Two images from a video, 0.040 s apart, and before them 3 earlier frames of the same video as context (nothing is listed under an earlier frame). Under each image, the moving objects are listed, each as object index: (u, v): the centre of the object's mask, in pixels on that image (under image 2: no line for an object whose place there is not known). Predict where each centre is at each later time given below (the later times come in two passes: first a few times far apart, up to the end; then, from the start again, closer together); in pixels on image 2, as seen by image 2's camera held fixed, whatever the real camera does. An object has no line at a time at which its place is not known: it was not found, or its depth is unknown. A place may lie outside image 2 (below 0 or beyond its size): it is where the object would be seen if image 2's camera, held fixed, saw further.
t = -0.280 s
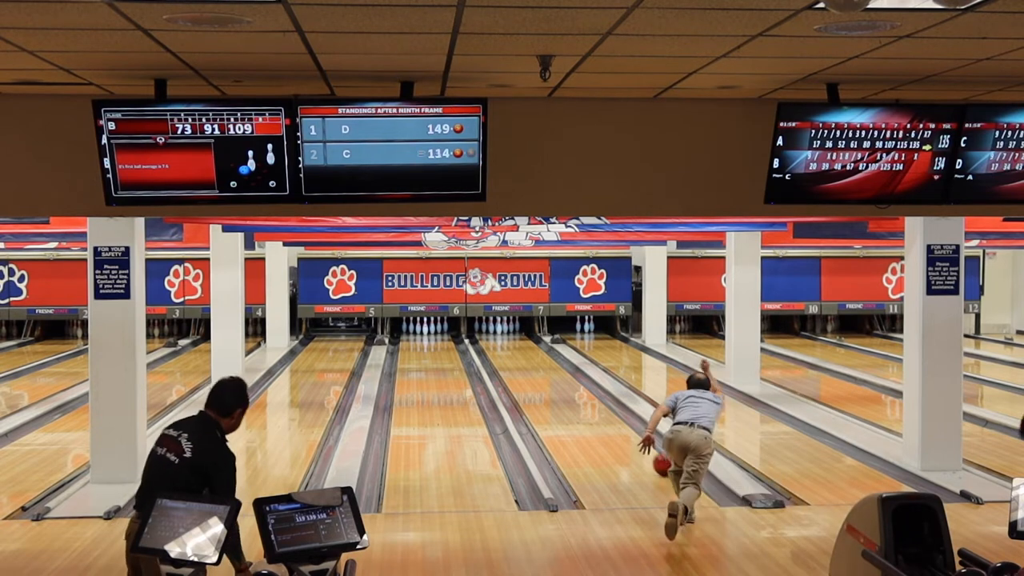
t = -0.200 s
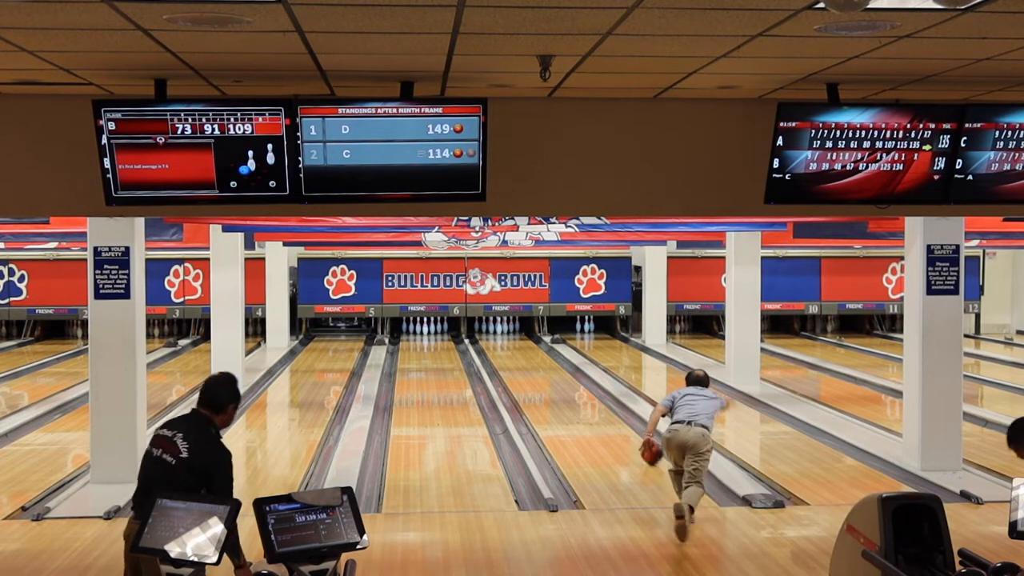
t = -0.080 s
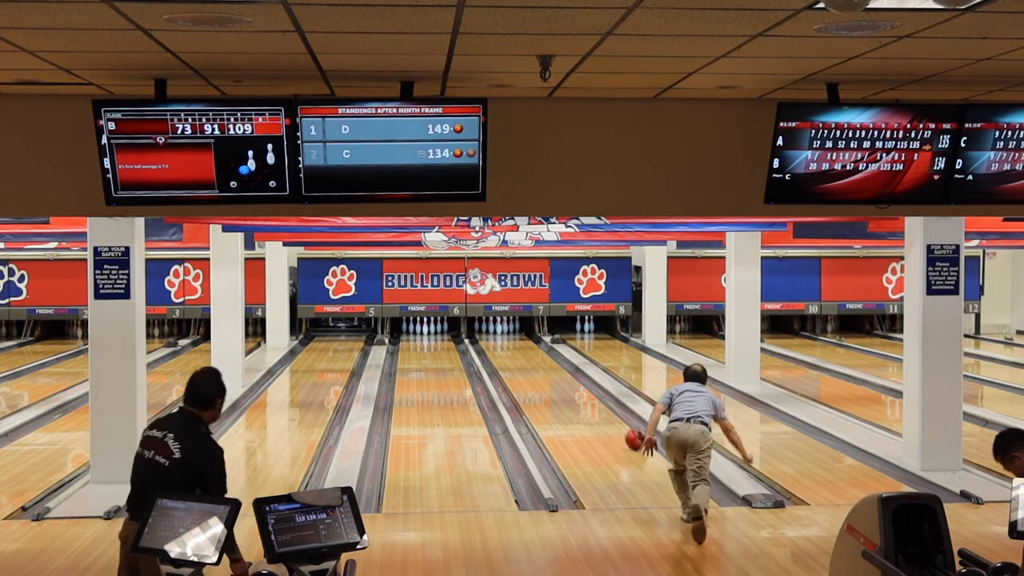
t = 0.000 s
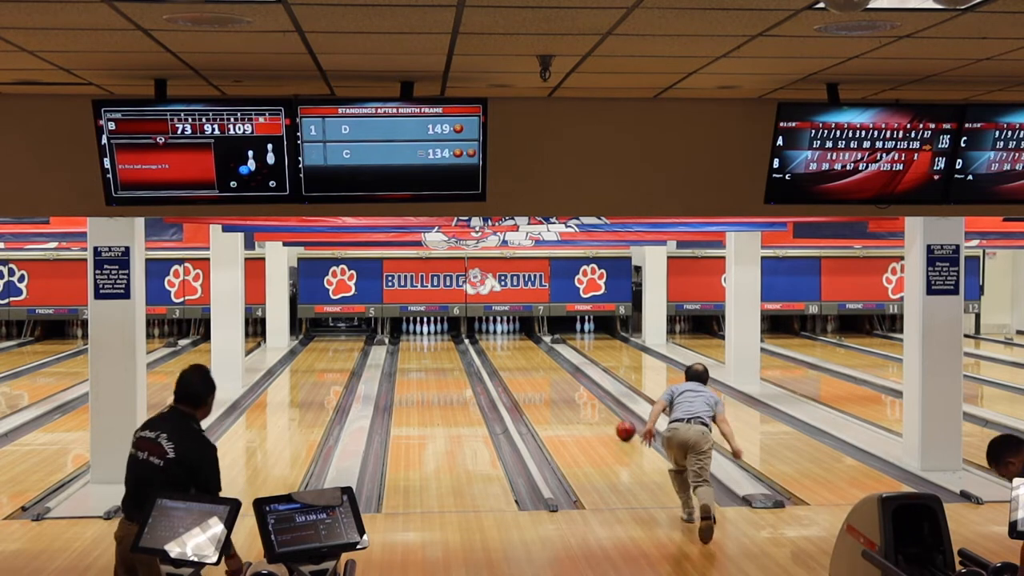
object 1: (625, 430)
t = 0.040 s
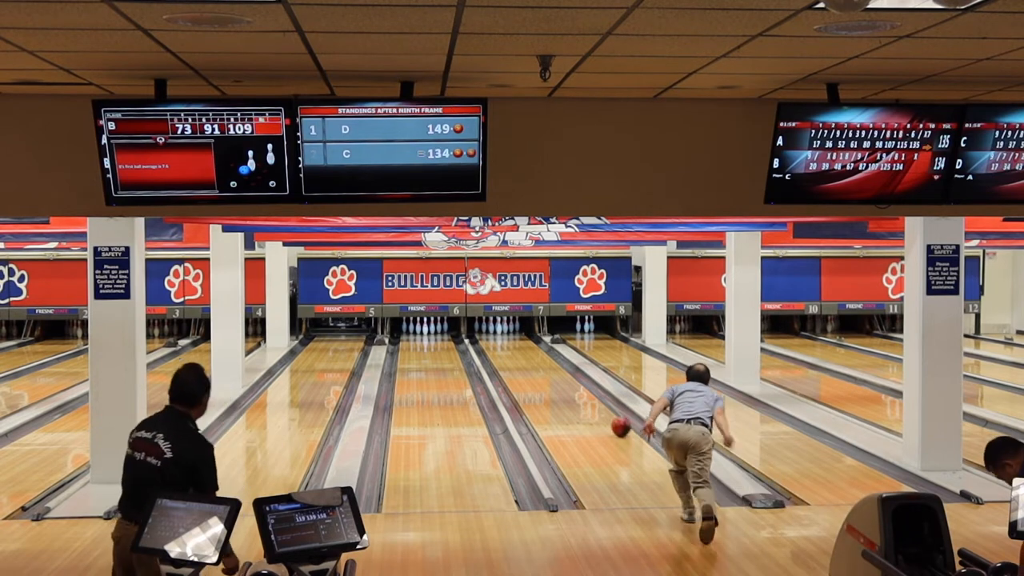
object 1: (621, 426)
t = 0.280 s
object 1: (597, 406)
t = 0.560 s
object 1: (574, 387)
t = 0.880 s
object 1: (553, 371)
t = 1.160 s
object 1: (539, 358)
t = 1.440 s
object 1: (527, 349)
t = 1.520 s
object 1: (523, 347)
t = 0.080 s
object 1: (616, 423)
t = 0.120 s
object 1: (612, 419)
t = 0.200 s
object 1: (604, 412)
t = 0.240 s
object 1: (600, 409)
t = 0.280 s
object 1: (597, 406)
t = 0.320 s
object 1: (593, 403)
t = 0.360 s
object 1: (589, 400)
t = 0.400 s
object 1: (586, 398)
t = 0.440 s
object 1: (583, 395)
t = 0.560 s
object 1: (574, 387)
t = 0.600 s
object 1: (571, 385)
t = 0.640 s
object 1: (568, 382)
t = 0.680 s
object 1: (566, 380)
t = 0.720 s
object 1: (563, 378)
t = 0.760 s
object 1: (561, 376)
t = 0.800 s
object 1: (558, 374)
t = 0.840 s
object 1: (556, 372)
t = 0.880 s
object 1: (553, 371)
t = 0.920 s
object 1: (551, 369)
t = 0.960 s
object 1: (549, 367)
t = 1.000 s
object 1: (547, 365)
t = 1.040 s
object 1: (545, 364)
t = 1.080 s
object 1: (543, 362)
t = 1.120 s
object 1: (541, 361)
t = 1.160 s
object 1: (539, 358)
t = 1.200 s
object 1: (537, 357)
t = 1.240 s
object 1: (535, 356)
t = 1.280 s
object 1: (533, 354)
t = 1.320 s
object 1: (531, 353)
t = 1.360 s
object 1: (530, 352)
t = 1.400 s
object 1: (529, 351)
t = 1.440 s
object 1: (527, 349)
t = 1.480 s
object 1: (525, 348)
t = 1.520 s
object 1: (523, 347)
